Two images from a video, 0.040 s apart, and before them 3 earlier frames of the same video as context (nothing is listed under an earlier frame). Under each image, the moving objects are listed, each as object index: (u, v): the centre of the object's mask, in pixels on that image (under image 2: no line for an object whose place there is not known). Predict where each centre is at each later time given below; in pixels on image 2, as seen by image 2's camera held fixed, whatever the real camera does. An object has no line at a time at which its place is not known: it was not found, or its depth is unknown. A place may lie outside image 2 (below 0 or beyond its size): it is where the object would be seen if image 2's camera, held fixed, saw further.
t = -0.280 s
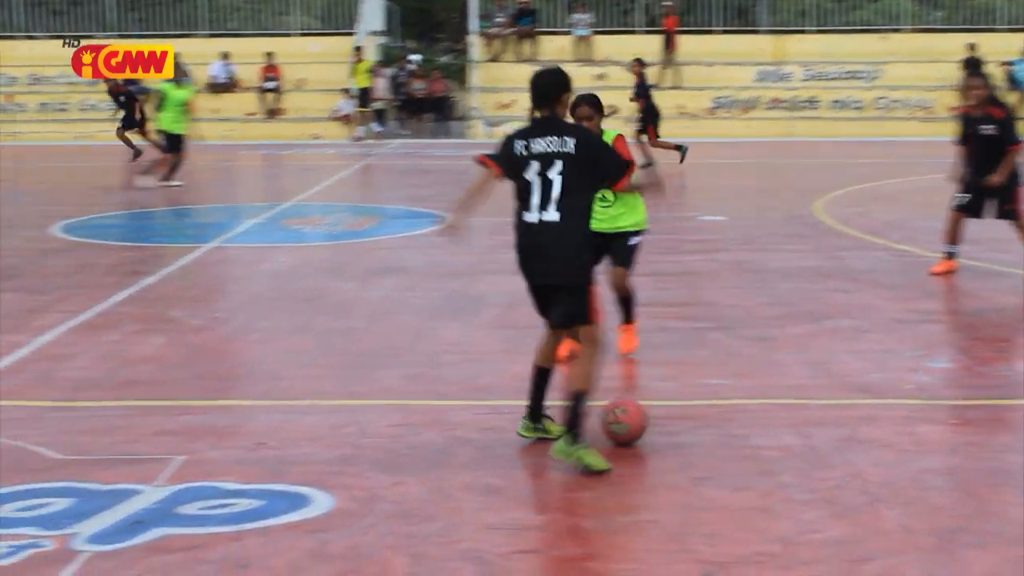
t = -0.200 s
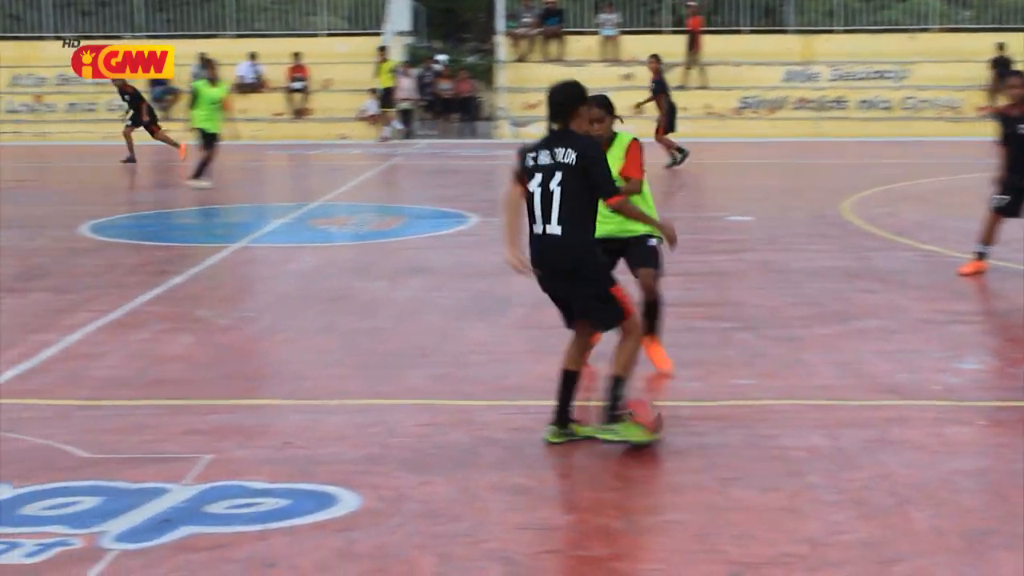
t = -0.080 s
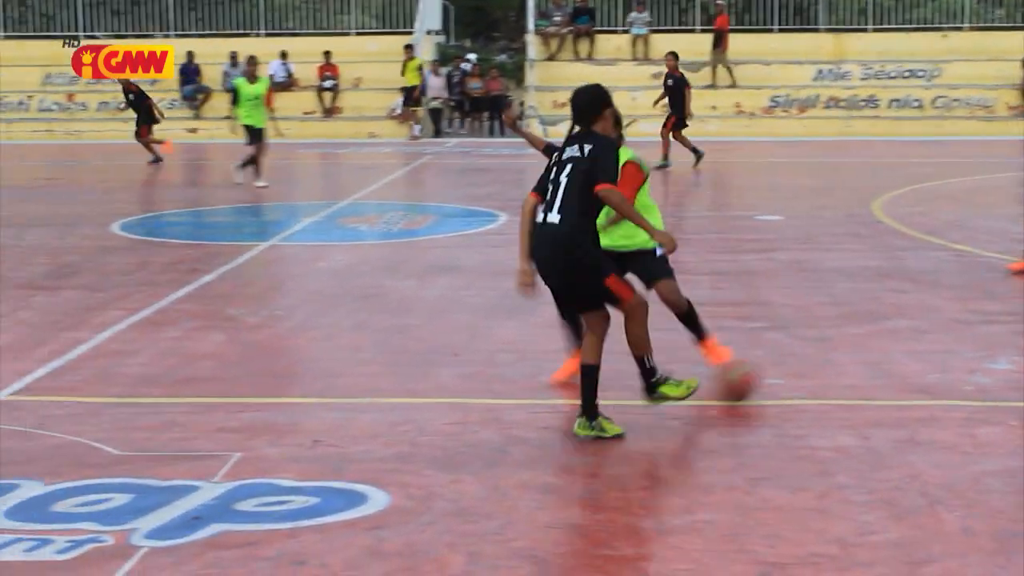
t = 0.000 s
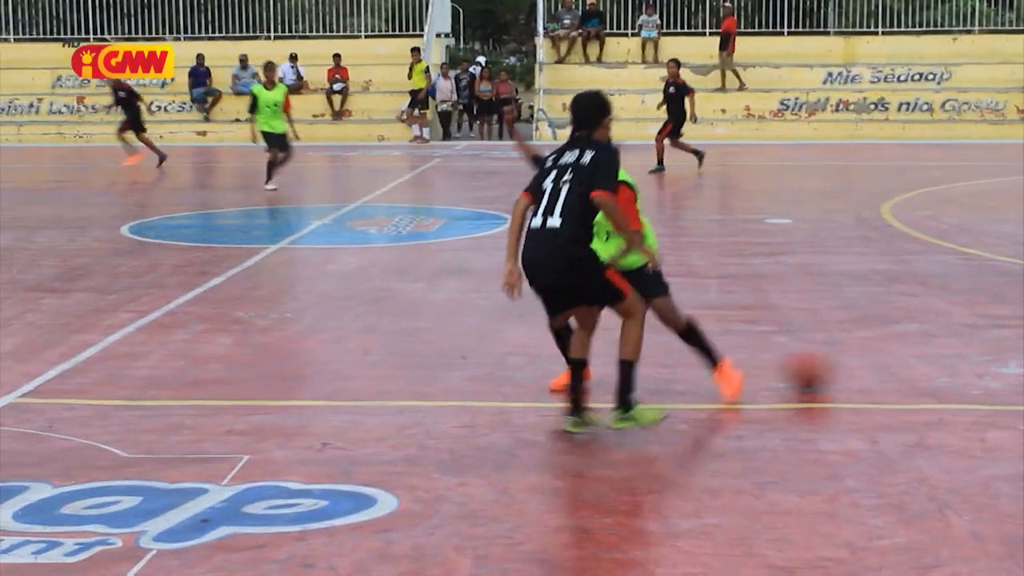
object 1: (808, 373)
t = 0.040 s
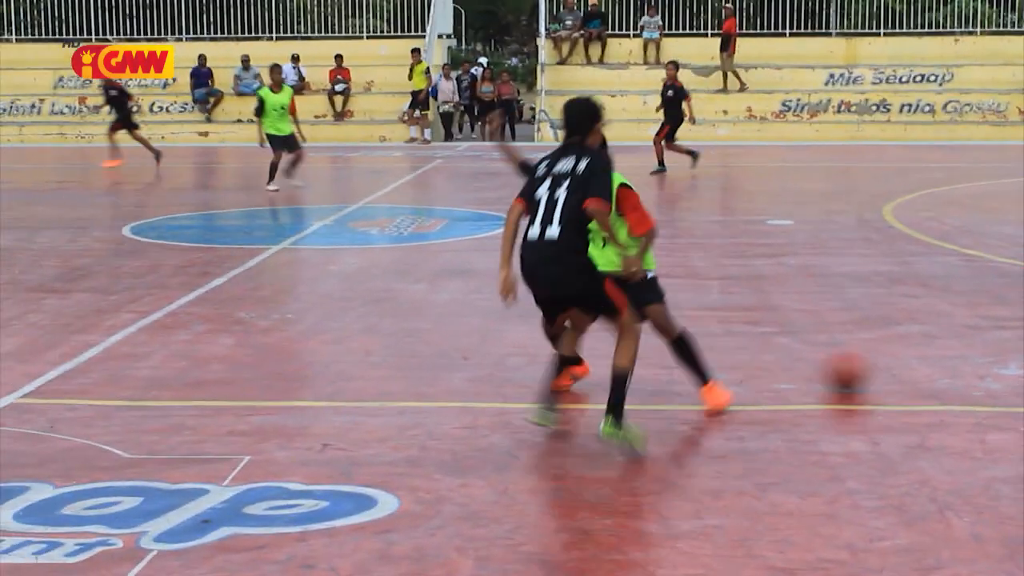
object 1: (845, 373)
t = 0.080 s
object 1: (883, 371)
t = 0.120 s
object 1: (915, 370)
